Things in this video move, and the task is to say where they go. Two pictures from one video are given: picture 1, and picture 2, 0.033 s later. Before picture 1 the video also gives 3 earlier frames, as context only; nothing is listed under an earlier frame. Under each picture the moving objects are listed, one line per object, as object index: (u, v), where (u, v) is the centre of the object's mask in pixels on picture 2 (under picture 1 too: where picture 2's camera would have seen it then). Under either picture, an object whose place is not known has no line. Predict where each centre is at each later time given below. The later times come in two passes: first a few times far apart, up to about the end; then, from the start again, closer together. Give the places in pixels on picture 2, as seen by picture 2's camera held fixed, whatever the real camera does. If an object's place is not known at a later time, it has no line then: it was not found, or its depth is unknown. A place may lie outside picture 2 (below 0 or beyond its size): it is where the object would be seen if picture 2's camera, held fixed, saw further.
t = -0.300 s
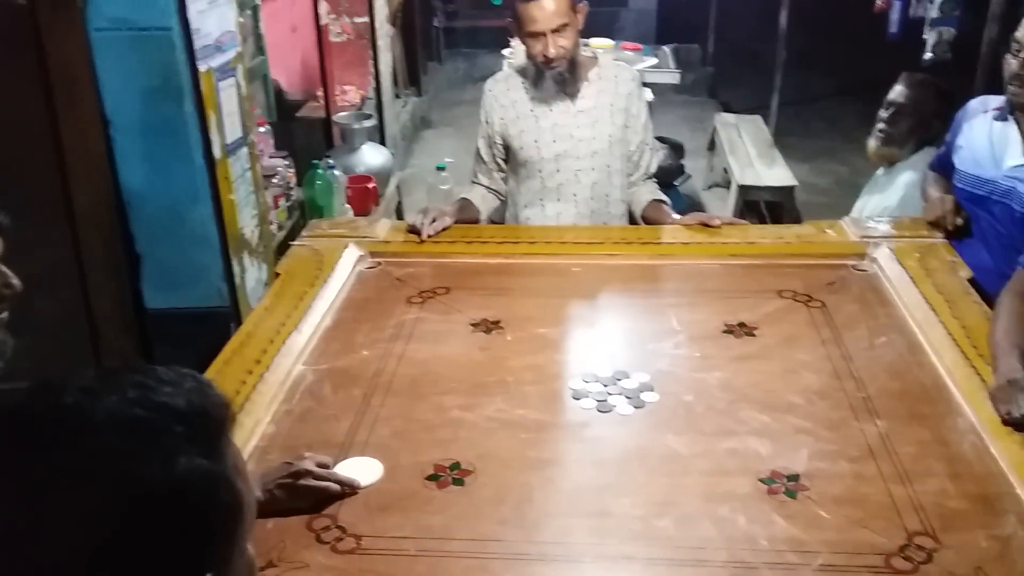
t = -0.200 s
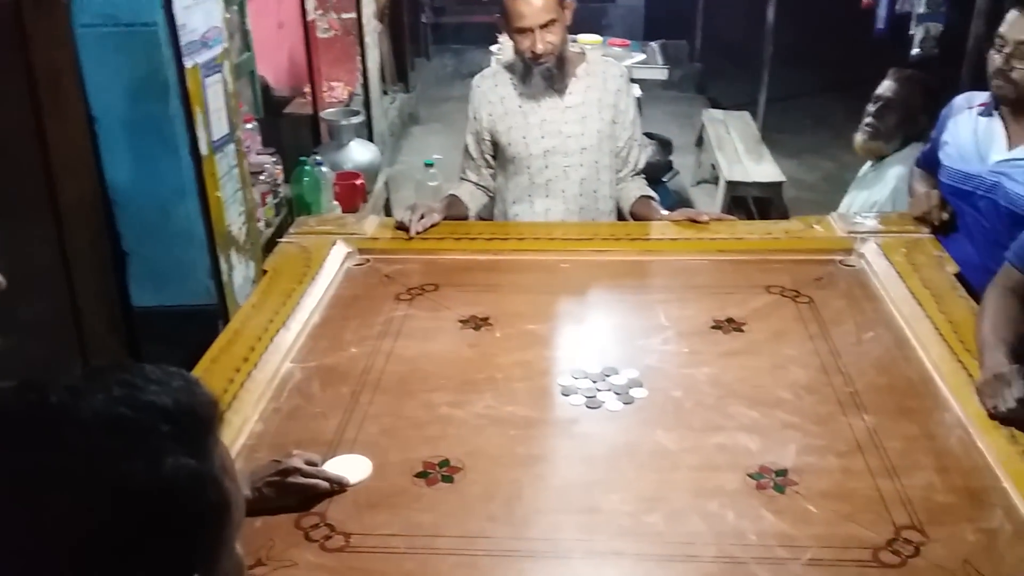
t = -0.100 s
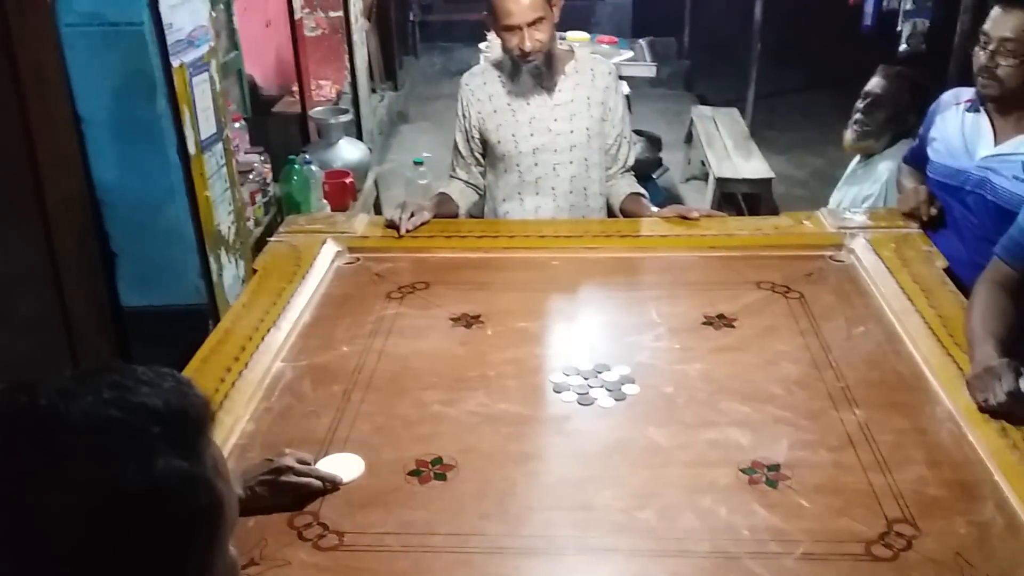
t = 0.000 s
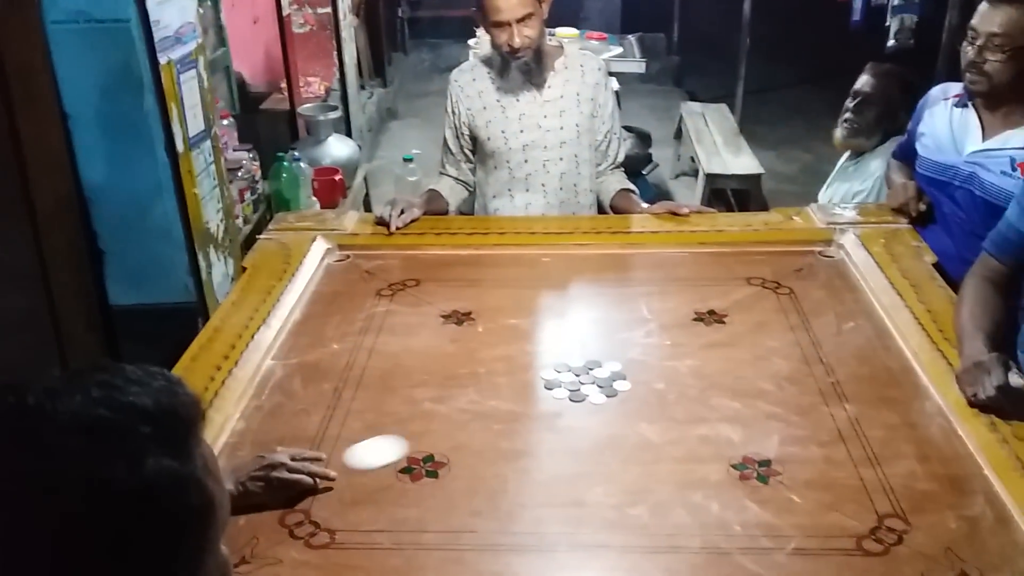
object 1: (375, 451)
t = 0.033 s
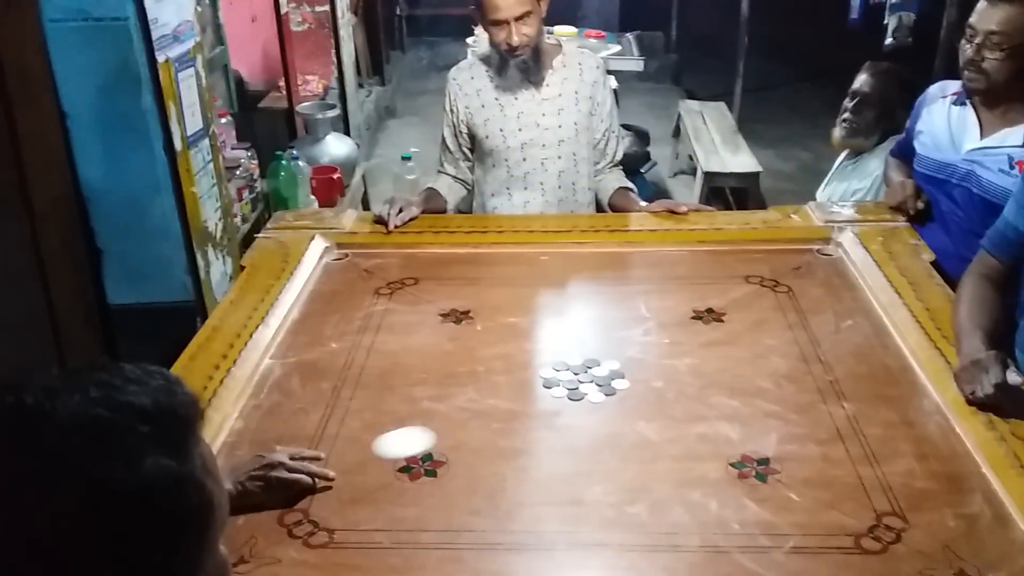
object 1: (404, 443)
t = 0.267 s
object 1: (574, 395)
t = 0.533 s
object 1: (675, 378)
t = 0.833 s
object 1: (760, 362)
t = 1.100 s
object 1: (817, 351)
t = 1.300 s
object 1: (849, 344)
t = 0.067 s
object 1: (433, 435)
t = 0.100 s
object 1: (461, 426)
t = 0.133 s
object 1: (489, 417)
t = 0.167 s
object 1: (514, 410)
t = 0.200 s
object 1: (539, 403)
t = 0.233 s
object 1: (557, 399)
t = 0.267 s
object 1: (574, 395)
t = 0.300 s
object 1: (587, 394)
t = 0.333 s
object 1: (602, 391)
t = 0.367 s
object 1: (616, 388)
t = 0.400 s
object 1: (629, 386)
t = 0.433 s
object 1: (642, 384)
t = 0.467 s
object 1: (653, 381)
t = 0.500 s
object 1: (665, 380)
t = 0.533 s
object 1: (675, 378)
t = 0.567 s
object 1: (686, 376)
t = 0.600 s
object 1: (696, 374)
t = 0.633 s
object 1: (706, 372)
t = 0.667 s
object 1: (716, 370)
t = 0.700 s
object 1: (725, 369)
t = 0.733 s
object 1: (734, 367)
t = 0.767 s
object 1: (743, 365)
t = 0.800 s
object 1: (751, 364)
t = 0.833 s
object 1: (760, 362)
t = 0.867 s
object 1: (767, 361)
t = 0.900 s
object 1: (775, 359)
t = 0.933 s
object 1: (783, 358)
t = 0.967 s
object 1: (790, 356)
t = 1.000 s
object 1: (797, 355)
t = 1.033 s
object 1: (804, 354)
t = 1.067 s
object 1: (811, 352)
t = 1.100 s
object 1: (817, 351)
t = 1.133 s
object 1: (824, 350)
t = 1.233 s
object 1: (840, 346)
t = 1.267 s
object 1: (844, 345)
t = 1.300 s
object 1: (849, 344)
